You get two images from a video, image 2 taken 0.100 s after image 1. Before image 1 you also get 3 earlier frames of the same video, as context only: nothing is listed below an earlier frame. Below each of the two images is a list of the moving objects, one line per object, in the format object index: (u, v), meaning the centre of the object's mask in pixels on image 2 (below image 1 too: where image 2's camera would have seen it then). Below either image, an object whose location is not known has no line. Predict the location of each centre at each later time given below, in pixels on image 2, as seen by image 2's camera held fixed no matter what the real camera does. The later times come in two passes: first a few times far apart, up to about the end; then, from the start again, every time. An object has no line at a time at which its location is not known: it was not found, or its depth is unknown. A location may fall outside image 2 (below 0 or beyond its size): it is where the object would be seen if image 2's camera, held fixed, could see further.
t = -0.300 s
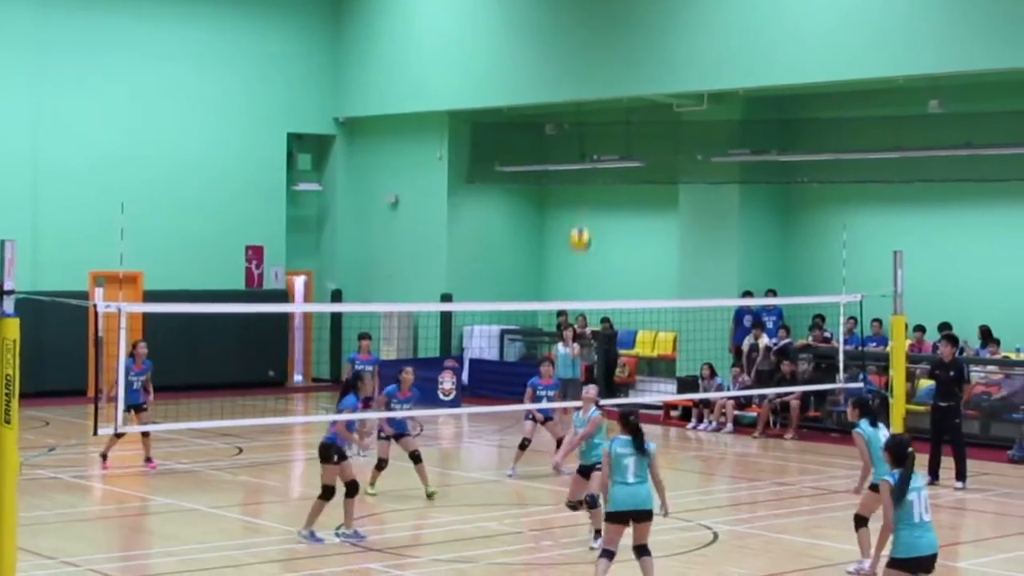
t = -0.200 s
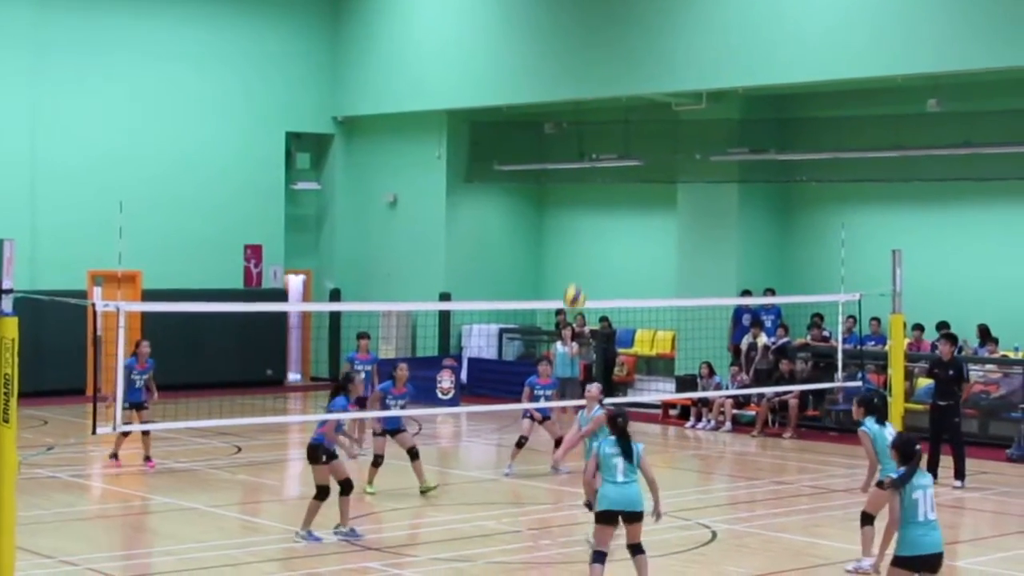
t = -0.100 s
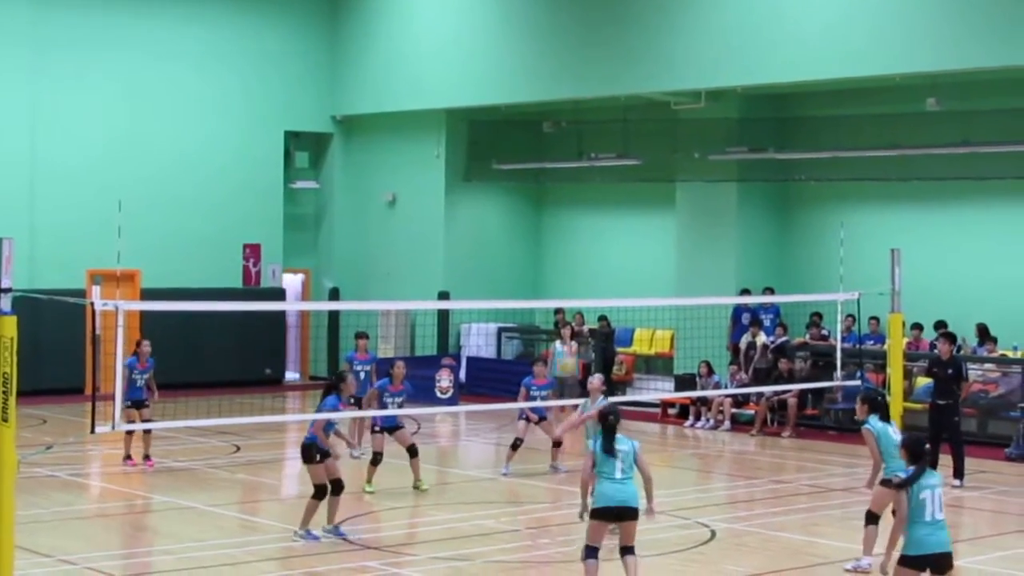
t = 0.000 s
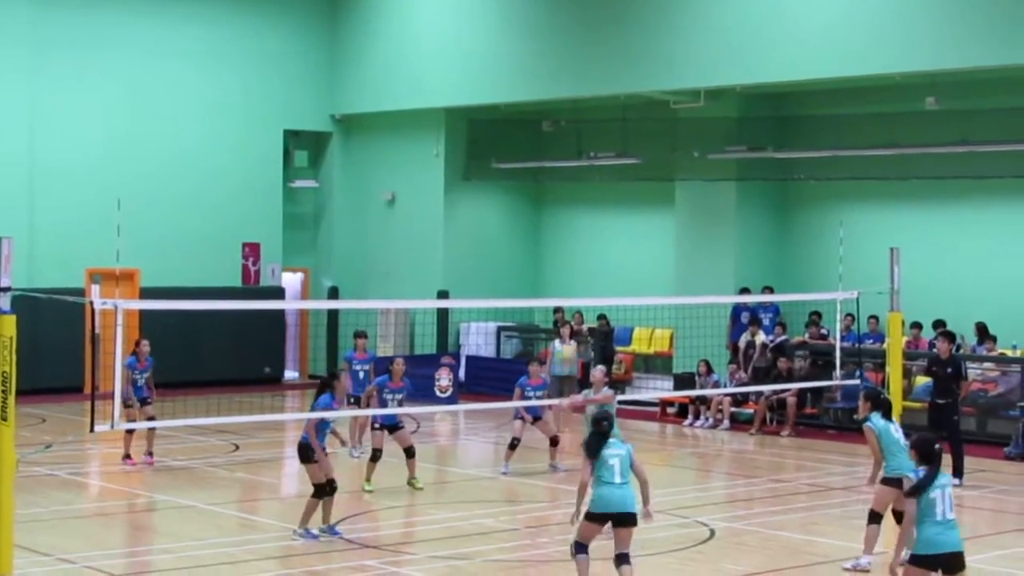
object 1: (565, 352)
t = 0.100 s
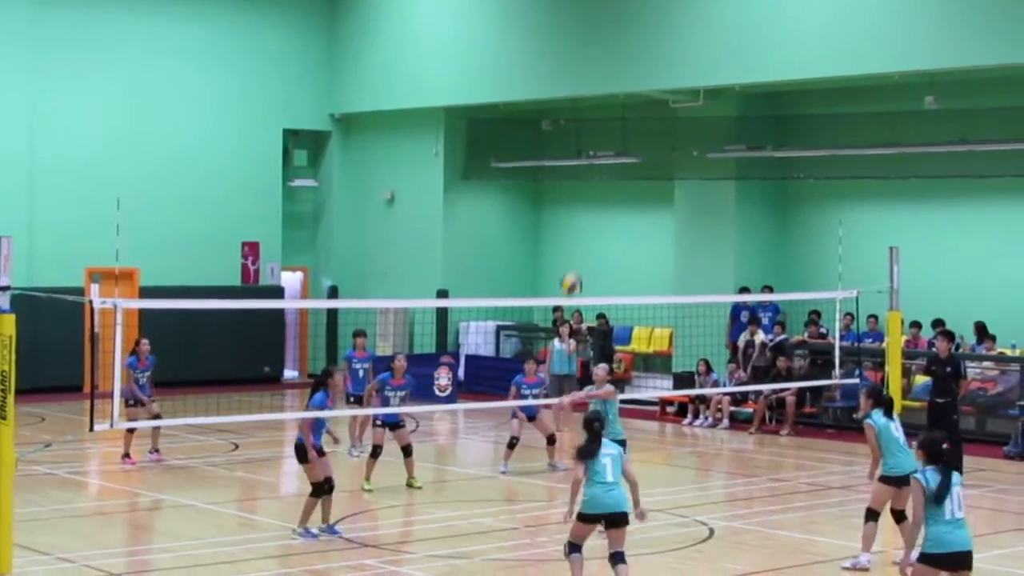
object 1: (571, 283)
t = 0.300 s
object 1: (579, 167)
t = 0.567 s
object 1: (589, 76)
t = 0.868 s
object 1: (602, 70)
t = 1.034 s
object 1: (608, 110)
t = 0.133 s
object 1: (572, 262)
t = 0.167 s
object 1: (574, 242)
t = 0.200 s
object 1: (575, 222)
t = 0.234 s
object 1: (576, 201)
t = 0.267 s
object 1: (576, 184)
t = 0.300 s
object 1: (579, 167)
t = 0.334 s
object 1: (580, 151)
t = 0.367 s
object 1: (581, 137)
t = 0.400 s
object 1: (582, 124)
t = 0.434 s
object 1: (583, 112)
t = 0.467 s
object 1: (585, 102)
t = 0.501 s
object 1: (586, 92)
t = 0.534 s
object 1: (587, 85)
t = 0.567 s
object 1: (589, 76)
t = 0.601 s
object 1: (590, 70)
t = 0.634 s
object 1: (592, 66)
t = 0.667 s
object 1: (593, 63)
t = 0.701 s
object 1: (595, 61)
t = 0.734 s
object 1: (596, 61)
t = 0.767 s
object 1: (598, 61)
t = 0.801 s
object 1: (599, 63)
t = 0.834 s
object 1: (601, 66)
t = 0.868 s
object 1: (602, 70)
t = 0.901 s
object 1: (603, 74)
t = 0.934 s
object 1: (604, 81)
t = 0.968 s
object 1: (606, 90)
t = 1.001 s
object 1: (607, 100)
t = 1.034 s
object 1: (608, 110)
